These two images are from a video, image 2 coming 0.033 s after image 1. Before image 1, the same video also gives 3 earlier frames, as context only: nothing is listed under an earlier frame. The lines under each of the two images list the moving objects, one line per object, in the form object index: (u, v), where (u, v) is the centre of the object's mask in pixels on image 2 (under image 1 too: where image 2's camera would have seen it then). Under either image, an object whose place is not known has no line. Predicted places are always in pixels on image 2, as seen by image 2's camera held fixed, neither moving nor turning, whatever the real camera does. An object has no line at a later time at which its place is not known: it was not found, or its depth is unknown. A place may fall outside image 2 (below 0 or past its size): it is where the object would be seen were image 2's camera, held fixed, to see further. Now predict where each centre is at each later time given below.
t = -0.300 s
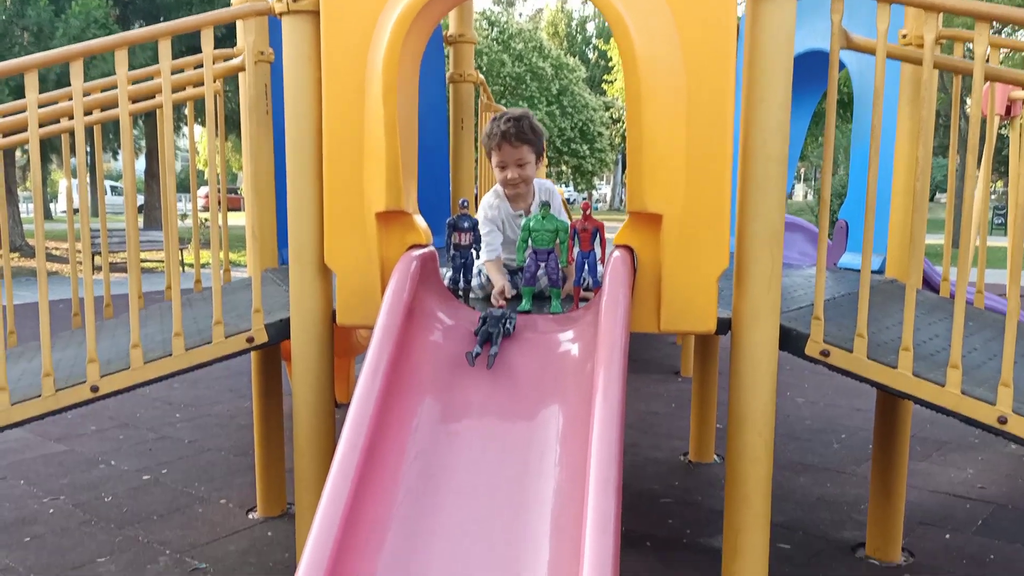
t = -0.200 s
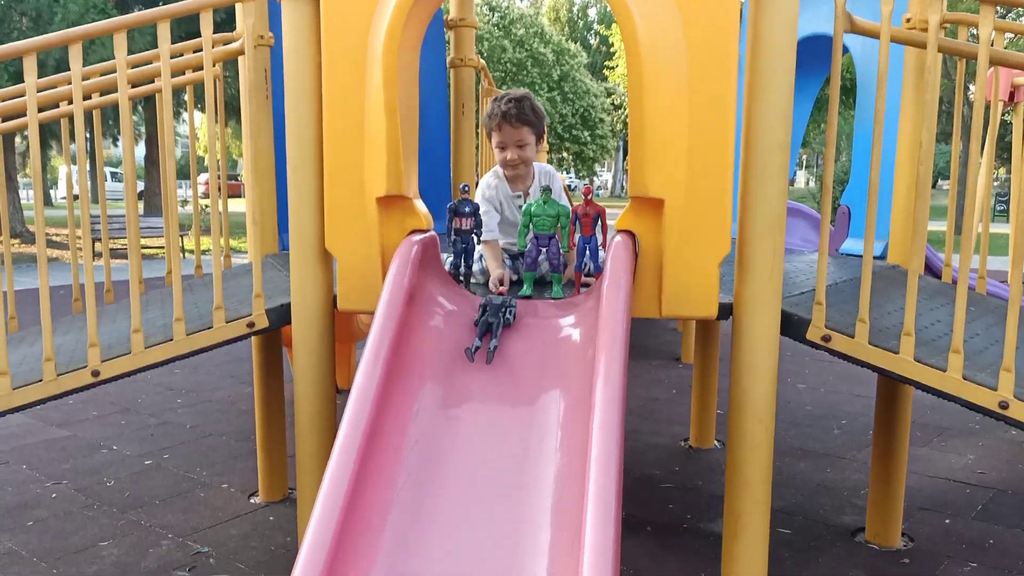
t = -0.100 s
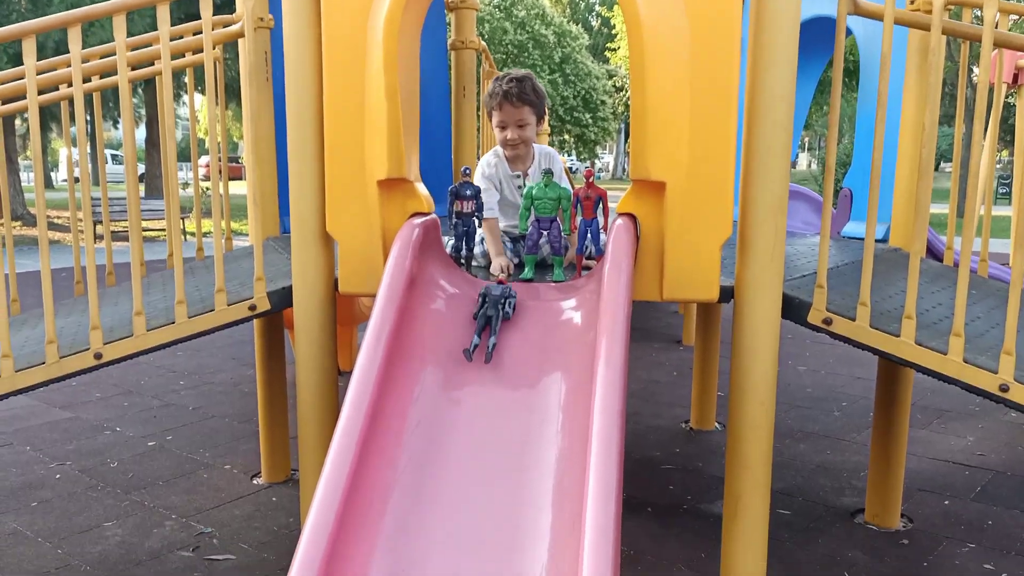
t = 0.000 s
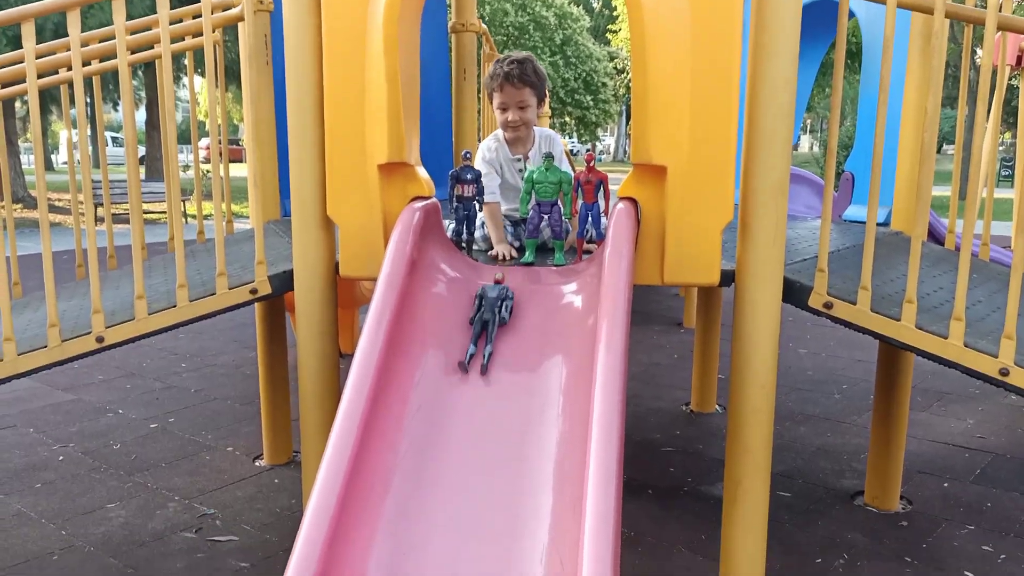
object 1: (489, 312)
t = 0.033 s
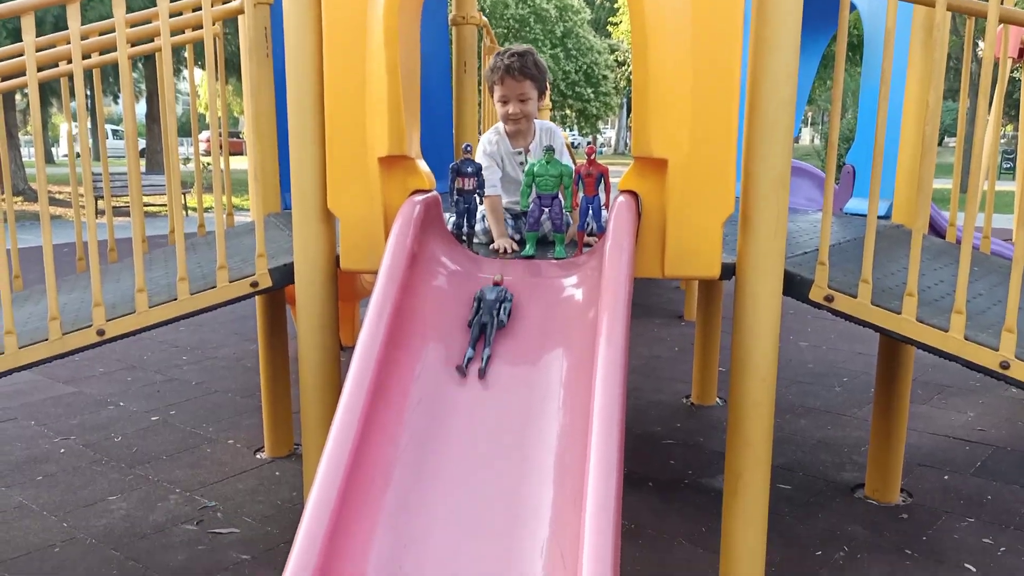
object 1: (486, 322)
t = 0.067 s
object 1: (484, 333)
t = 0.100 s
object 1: (481, 346)
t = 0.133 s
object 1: (478, 361)
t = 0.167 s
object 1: (474, 376)
